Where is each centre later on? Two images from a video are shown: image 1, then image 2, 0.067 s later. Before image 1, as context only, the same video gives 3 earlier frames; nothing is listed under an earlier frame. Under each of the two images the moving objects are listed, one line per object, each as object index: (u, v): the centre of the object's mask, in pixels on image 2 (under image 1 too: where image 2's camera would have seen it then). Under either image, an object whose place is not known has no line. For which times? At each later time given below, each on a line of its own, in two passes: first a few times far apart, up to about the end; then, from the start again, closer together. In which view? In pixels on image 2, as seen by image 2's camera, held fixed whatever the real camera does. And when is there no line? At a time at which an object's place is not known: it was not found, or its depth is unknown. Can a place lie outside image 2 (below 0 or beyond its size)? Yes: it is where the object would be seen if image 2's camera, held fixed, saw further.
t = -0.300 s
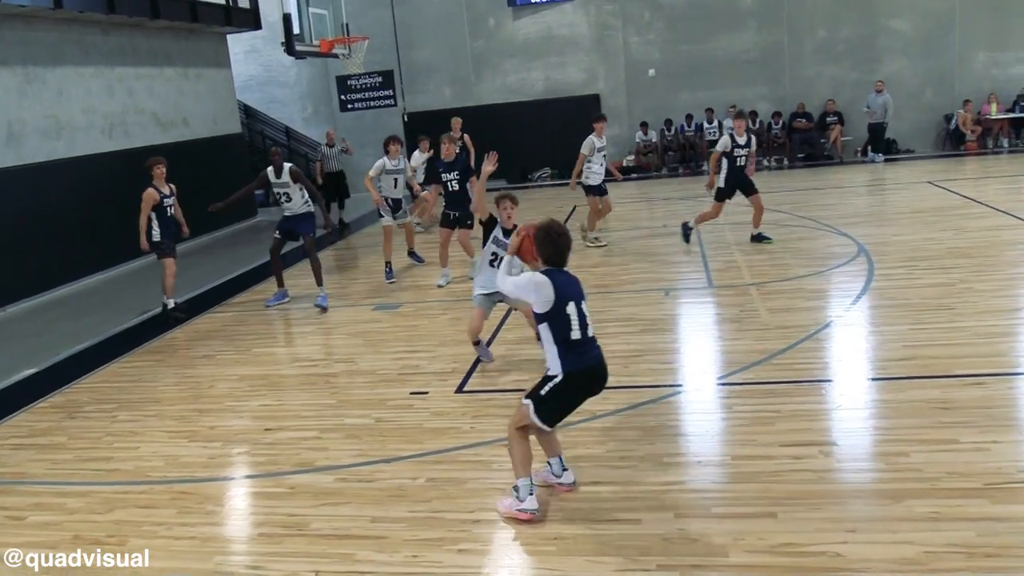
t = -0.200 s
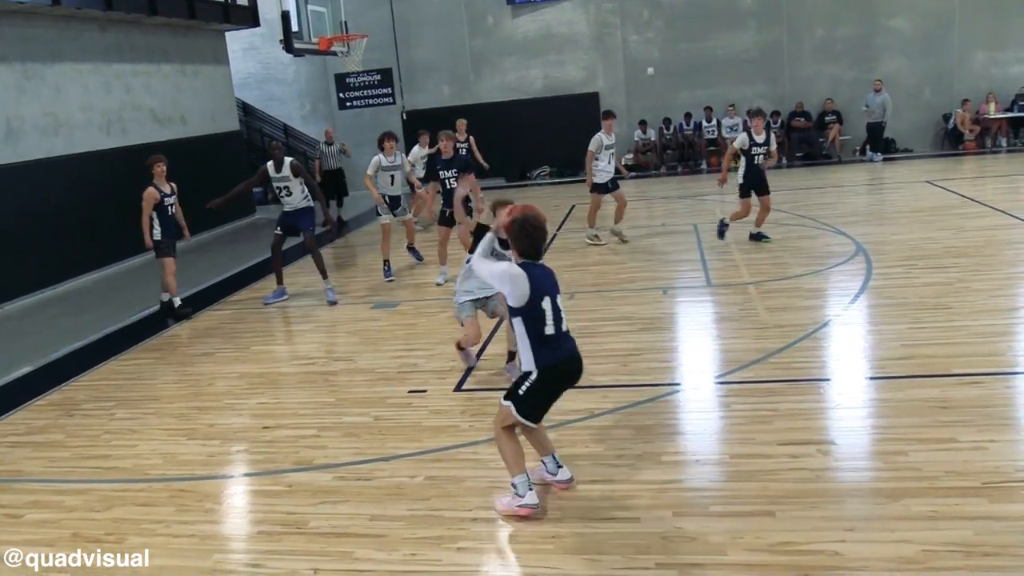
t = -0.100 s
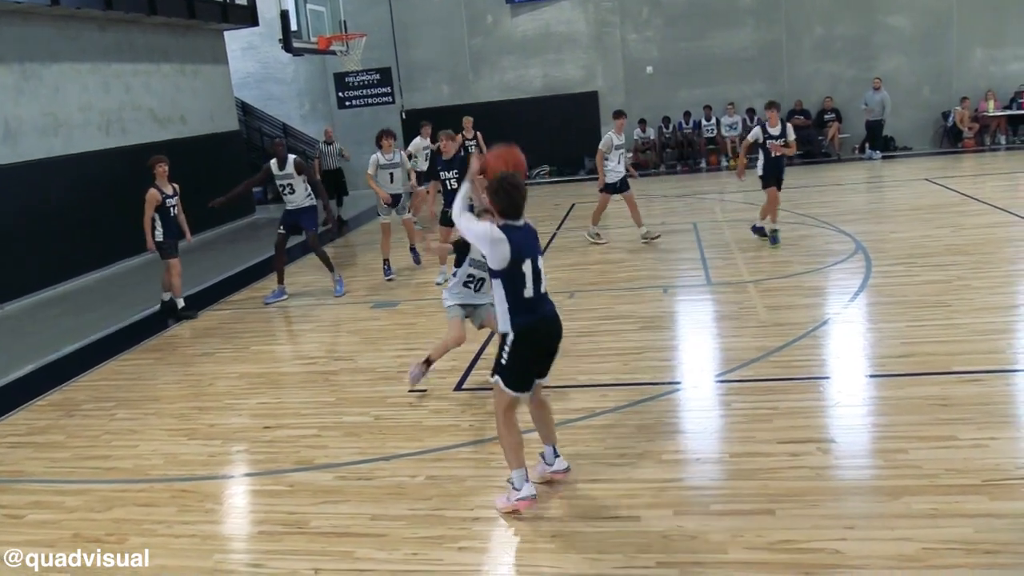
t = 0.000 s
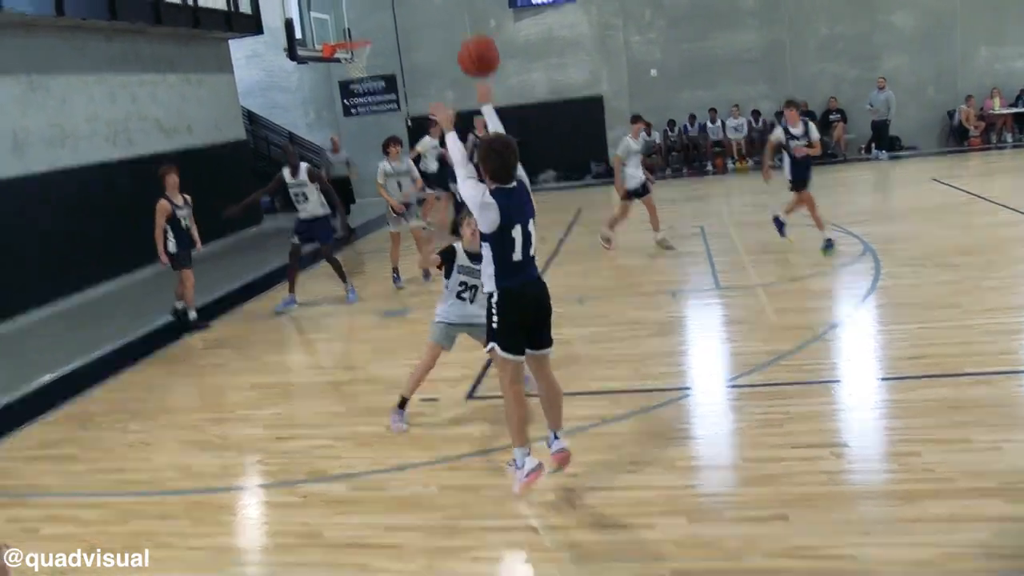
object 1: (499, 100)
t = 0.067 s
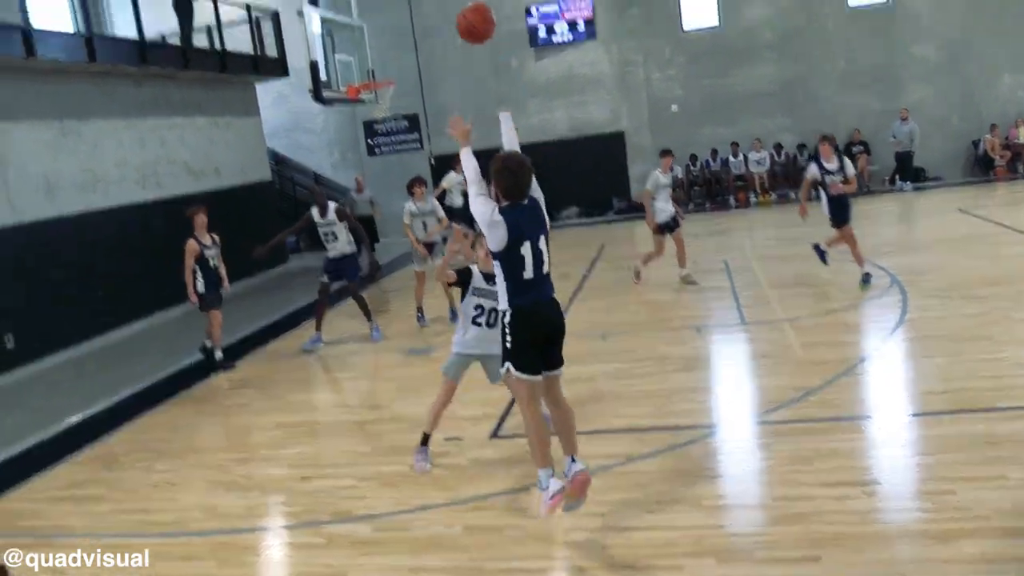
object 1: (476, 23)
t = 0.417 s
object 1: (390, -151)
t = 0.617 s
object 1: (366, -161)
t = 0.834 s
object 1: (353, -121)
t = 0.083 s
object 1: (470, 7)
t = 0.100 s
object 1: (464, -8)
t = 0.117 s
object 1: (459, -21)
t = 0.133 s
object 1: (454, -34)
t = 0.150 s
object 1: (448, -46)
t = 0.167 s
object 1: (443, -58)
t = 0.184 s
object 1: (438, -69)
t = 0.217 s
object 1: (426, -90)
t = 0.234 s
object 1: (424, -98)
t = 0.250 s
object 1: (420, -105)
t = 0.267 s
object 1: (416, -113)
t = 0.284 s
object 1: (413, -119)
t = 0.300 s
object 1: (410, -125)
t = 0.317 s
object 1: (407, -130)
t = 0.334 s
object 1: (404, -135)
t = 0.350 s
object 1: (400, -139)
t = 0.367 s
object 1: (398, -143)
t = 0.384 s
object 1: (395, -145)
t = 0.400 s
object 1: (393, -148)
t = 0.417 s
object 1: (390, -151)
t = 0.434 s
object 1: (387, -153)
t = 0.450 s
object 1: (385, -154)
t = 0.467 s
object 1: (382, -157)
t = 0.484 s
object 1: (381, -158)
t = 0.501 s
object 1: (378, -159)
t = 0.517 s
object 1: (376, -161)
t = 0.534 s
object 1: (375, -161)
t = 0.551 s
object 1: (373, -162)
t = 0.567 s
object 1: (371, -162)
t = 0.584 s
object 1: (369, -161)
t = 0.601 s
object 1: (367, -162)
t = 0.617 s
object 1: (366, -161)
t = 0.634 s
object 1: (364, -161)
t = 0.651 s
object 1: (363, -160)
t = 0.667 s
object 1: (362, -158)
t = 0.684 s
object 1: (361, -156)
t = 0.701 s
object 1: (359, -153)
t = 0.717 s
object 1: (358, -150)
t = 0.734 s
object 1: (358, -147)
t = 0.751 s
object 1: (356, -143)
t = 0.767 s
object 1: (355, -139)
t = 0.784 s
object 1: (355, -135)
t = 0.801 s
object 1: (354, -130)
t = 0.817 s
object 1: (353, -126)
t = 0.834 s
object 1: (353, -121)
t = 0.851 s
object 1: (353, -116)
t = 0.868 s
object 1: (352, -111)
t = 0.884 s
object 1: (352, -106)
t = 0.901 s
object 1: (351, -102)
